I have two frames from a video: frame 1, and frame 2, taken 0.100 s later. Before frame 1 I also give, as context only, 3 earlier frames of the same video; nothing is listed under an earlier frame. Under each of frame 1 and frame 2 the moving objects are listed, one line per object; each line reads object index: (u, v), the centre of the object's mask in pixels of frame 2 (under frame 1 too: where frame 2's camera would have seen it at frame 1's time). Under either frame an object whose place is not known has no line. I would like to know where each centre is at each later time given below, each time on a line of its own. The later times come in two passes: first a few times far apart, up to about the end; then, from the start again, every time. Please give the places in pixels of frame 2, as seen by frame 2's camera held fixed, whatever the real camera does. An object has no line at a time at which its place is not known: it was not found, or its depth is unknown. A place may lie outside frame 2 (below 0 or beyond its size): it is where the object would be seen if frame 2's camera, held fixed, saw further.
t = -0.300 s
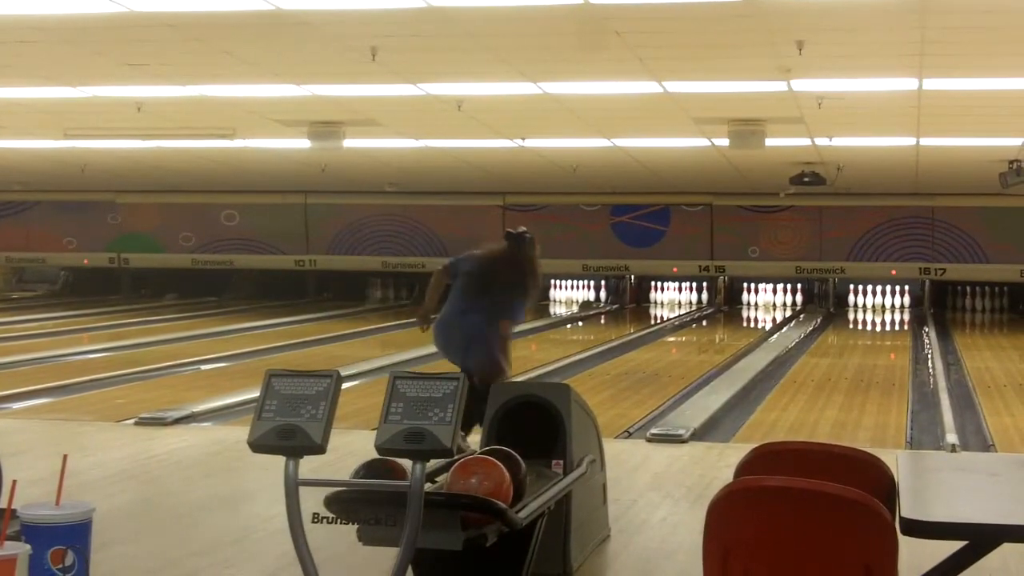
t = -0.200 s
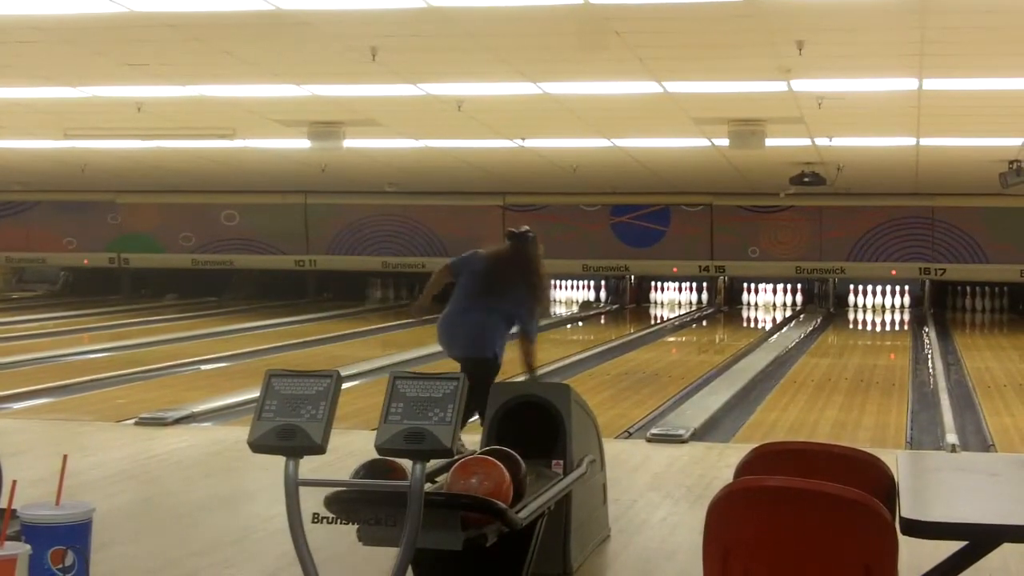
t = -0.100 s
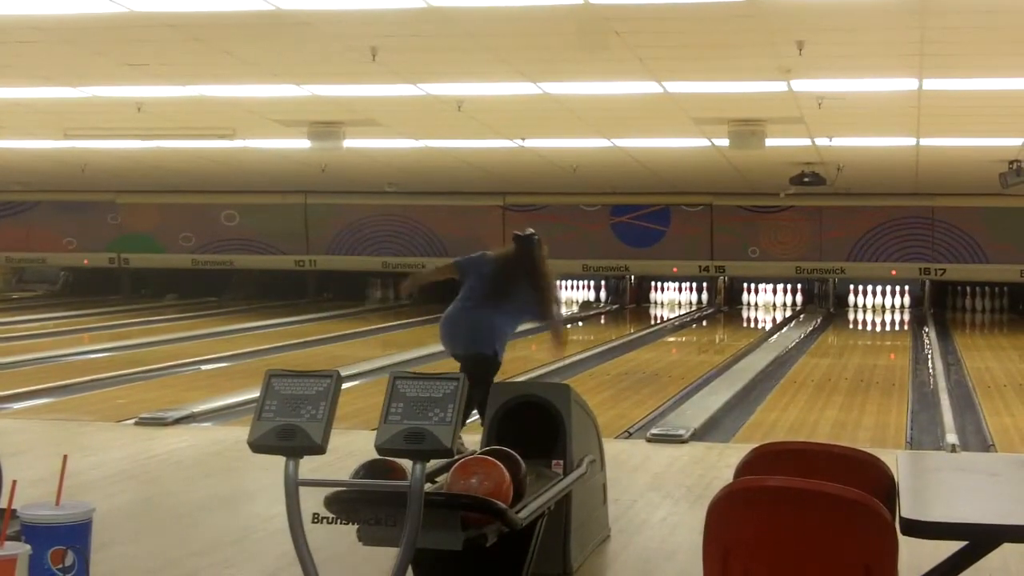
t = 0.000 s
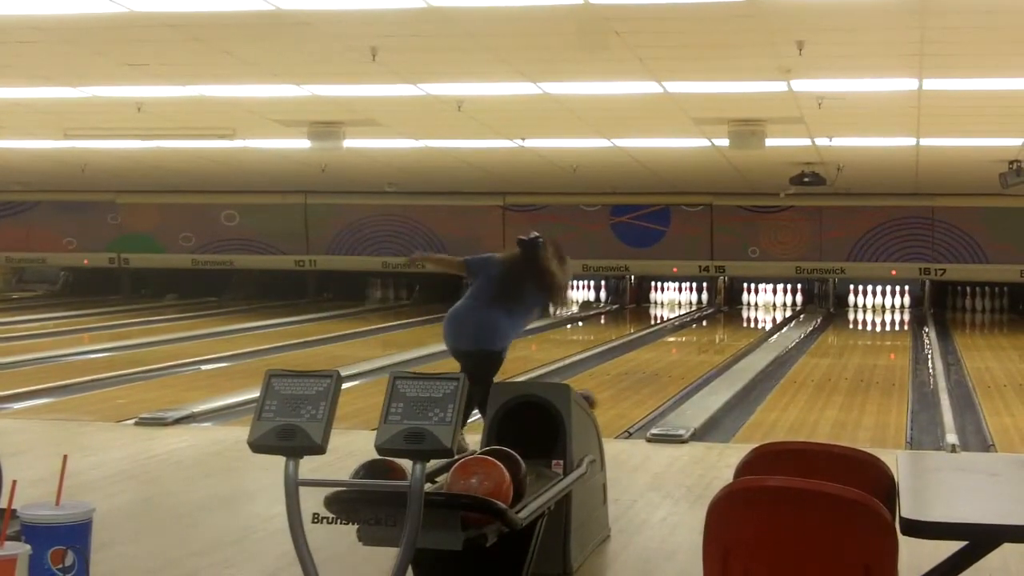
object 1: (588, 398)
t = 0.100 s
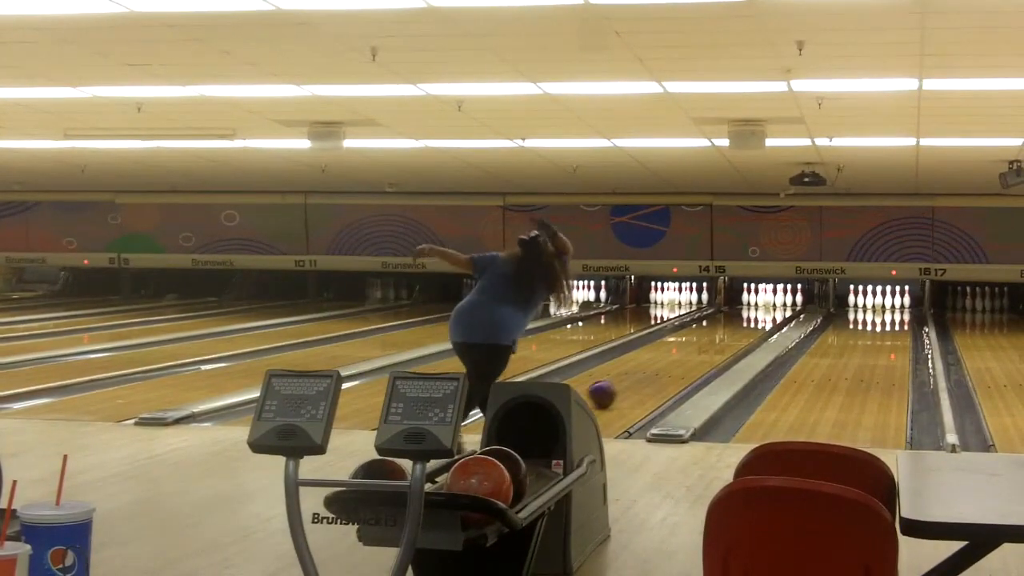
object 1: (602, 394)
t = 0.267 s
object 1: (632, 379)
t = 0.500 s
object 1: (666, 363)
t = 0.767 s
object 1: (696, 348)
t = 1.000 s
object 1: (717, 338)
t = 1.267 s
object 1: (735, 329)
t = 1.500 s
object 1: (749, 322)
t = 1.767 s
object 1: (759, 316)
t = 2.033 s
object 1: (767, 309)
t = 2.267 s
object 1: (771, 306)
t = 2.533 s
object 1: (773, 302)
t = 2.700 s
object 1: (780, 301)
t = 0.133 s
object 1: (609, 390)
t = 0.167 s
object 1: (615, 388)
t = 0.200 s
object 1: (621, 385)
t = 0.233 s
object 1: (626, 382)
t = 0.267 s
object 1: (632, 379)
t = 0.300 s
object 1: (638, 376)
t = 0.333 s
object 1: (643, 374)
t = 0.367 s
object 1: (648, 371)
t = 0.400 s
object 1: (653, 369)
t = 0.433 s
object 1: (657, 367)
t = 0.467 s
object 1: (661, 365)
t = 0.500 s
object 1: (666, 363)
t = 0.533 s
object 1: (671, 361)
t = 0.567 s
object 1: (674, 359)
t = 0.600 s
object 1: (678, 357)
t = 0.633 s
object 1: (682, 355)
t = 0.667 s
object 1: (686, 353)
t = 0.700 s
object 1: (689, 351)
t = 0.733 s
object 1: (693, 350)
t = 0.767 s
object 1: (696, 348)
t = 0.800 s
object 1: (699, 347)
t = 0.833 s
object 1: (703, 345)
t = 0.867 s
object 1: (706, 343)
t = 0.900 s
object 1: (709, 342)
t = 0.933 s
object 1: (712, 341)
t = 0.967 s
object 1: (715, 340)
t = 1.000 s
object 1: (717, 338)
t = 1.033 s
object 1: (720, 336)
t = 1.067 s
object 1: (722, 335)
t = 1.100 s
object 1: (725, 335)
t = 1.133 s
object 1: (727, 333)
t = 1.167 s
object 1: (730, 332)
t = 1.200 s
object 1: (732, 331)
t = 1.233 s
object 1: (733, 330)
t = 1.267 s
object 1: (735, 329)
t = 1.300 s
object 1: (738, 328)
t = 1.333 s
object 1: (740, 327)
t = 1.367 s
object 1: (742, 326)
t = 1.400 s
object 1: (743, 325)
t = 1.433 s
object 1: (746, 324)
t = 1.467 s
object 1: (747, 323)
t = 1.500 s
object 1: (749, 322)
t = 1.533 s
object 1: (749, 321)
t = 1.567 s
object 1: (751, 320)
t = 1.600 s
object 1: (753, 319)
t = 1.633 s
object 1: (753, 319)
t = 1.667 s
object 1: (755, 318)
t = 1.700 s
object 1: (757, 317)
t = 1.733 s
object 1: (758, 316)
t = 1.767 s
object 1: (759, 316)
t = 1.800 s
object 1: (760, 314)
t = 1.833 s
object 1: (761, 313)
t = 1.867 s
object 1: (762, 313)
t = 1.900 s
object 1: (763, 312)
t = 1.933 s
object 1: (764, 312)
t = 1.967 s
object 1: (766, 311)
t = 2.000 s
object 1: (767, 310)
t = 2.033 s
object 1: (767, 309)
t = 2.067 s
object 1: (768, 309)
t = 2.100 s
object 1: (769, 308)
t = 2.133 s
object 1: (770, 308)
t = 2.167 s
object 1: (771, 307)
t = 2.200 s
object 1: (771, 307)
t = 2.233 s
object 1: (771, 306)
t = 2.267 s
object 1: (771, 306)
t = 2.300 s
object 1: (772, 305)
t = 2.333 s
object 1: (772, 305)
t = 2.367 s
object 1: (772, 304)
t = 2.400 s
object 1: (772, 304)
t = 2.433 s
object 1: (772, 303)
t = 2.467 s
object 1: (773, 303)
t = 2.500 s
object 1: (773, 303)
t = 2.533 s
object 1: (773, 302)
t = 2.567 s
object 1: (774, 302)
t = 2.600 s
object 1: (775, 301)
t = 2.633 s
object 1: (776, 301)
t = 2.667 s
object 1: (776, 301)
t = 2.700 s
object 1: (780, 301)
